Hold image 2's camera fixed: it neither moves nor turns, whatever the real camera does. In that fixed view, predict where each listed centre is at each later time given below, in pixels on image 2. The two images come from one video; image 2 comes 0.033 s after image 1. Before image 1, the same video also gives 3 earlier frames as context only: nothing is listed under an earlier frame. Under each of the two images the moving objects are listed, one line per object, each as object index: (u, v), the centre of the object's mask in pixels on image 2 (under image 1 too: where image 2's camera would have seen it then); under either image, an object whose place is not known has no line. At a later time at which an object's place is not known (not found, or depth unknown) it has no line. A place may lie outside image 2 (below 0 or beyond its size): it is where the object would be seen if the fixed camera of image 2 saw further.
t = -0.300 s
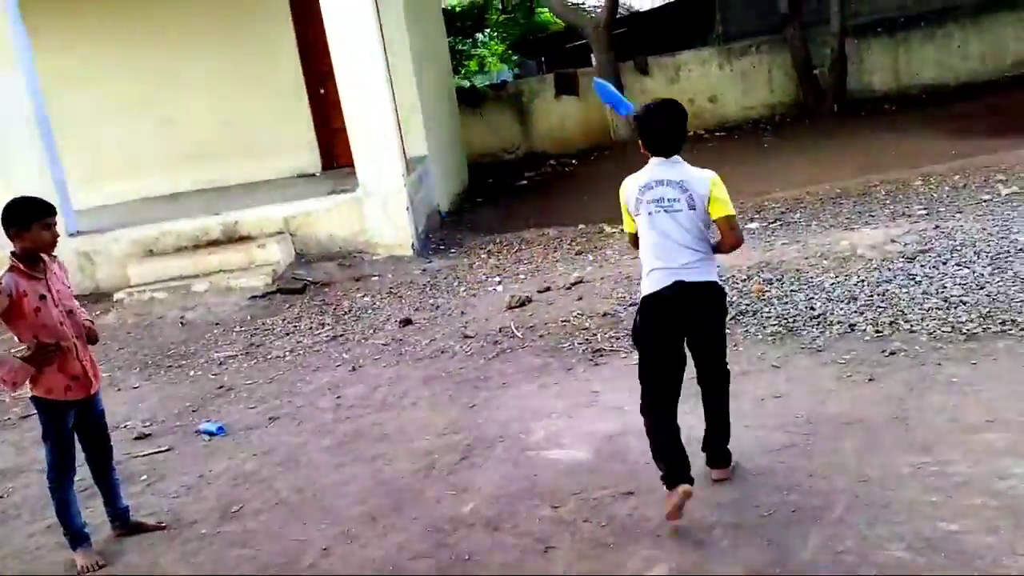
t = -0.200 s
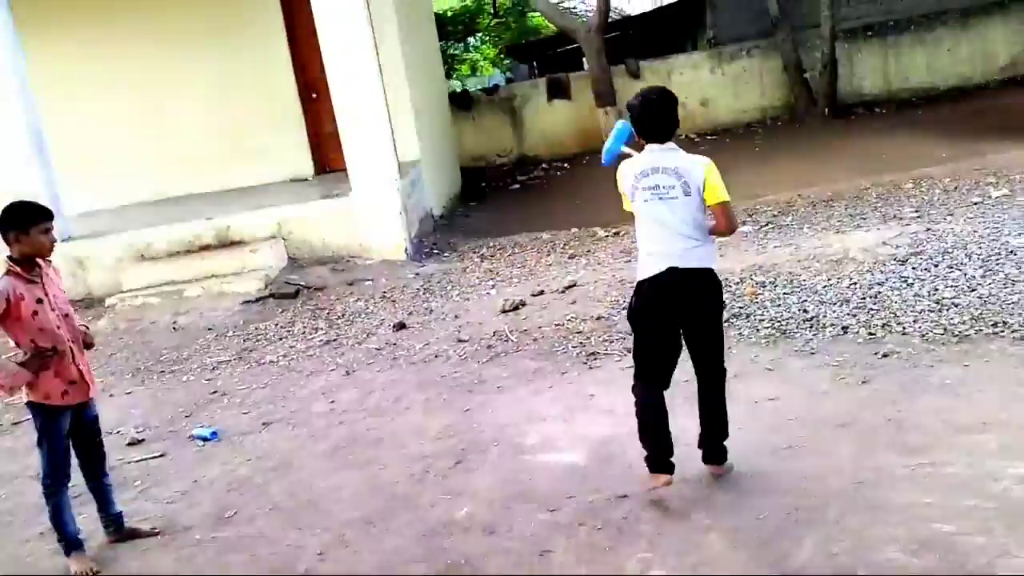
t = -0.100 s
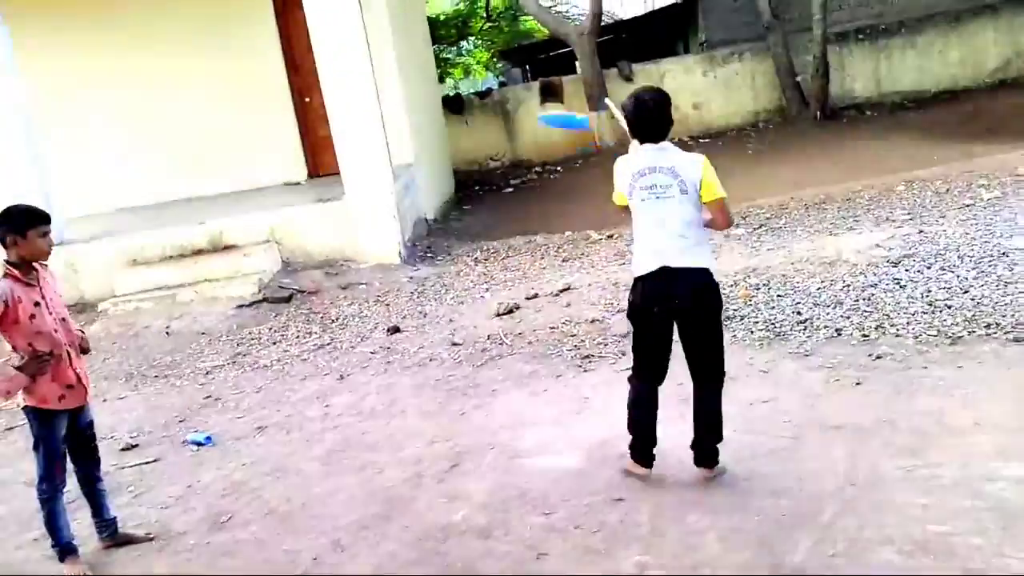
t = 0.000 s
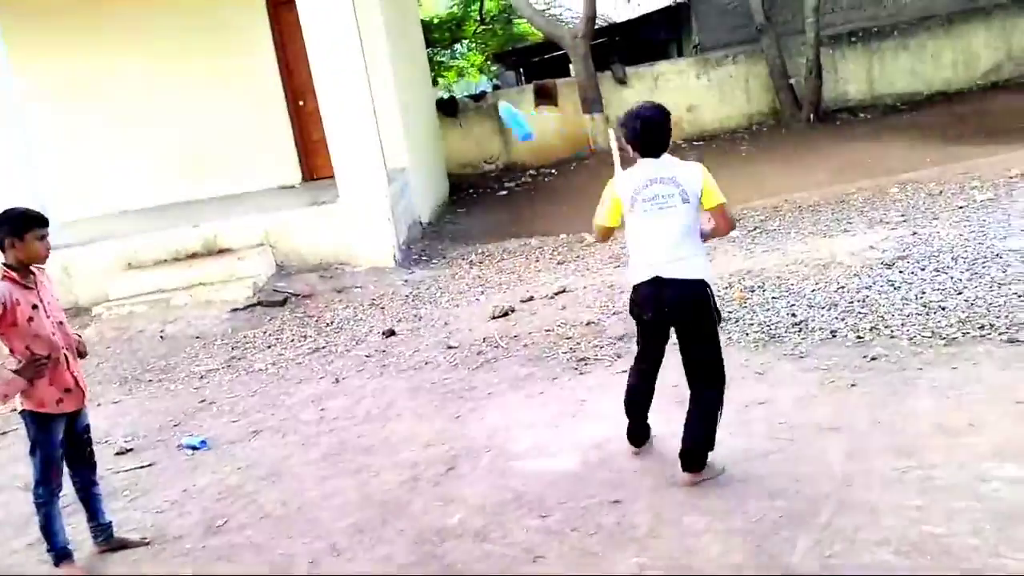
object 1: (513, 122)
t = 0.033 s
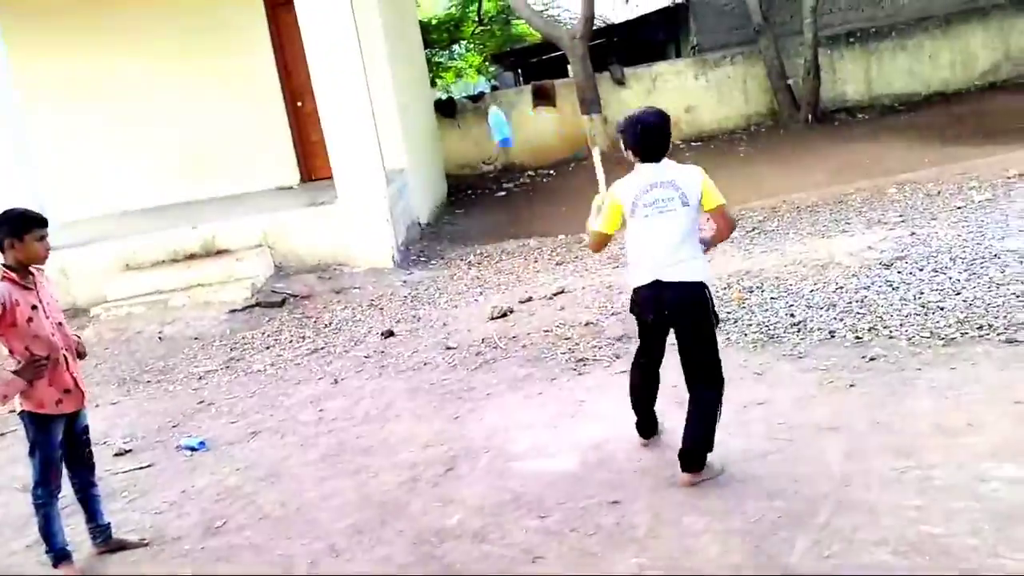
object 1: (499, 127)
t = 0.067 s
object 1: (486, 135)
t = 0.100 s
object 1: (472, 144)
